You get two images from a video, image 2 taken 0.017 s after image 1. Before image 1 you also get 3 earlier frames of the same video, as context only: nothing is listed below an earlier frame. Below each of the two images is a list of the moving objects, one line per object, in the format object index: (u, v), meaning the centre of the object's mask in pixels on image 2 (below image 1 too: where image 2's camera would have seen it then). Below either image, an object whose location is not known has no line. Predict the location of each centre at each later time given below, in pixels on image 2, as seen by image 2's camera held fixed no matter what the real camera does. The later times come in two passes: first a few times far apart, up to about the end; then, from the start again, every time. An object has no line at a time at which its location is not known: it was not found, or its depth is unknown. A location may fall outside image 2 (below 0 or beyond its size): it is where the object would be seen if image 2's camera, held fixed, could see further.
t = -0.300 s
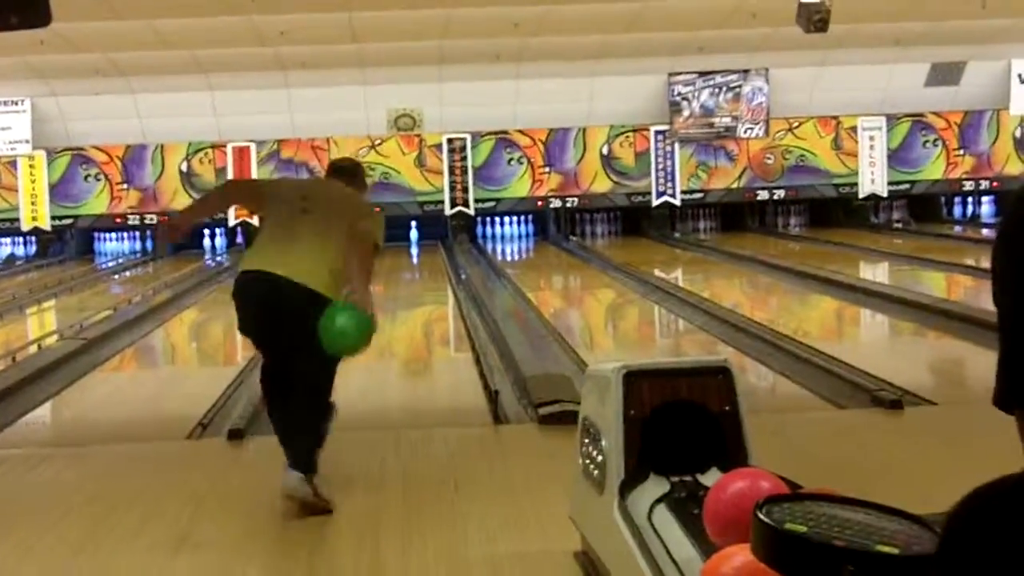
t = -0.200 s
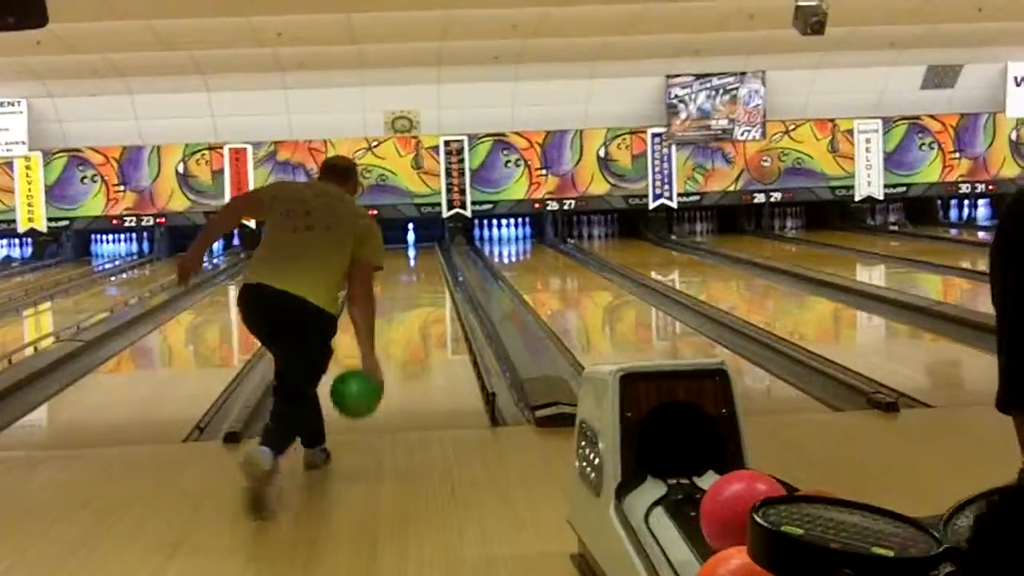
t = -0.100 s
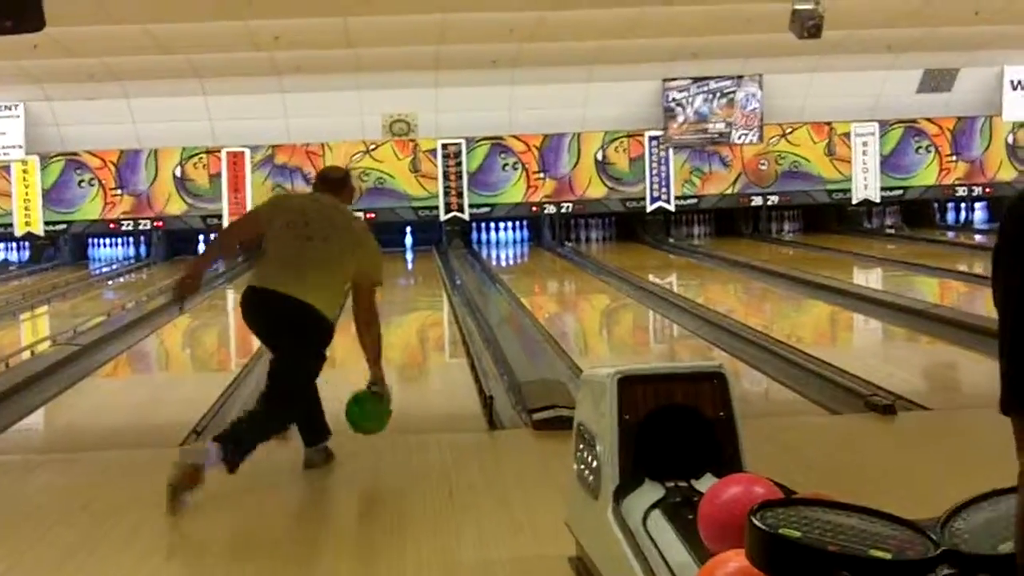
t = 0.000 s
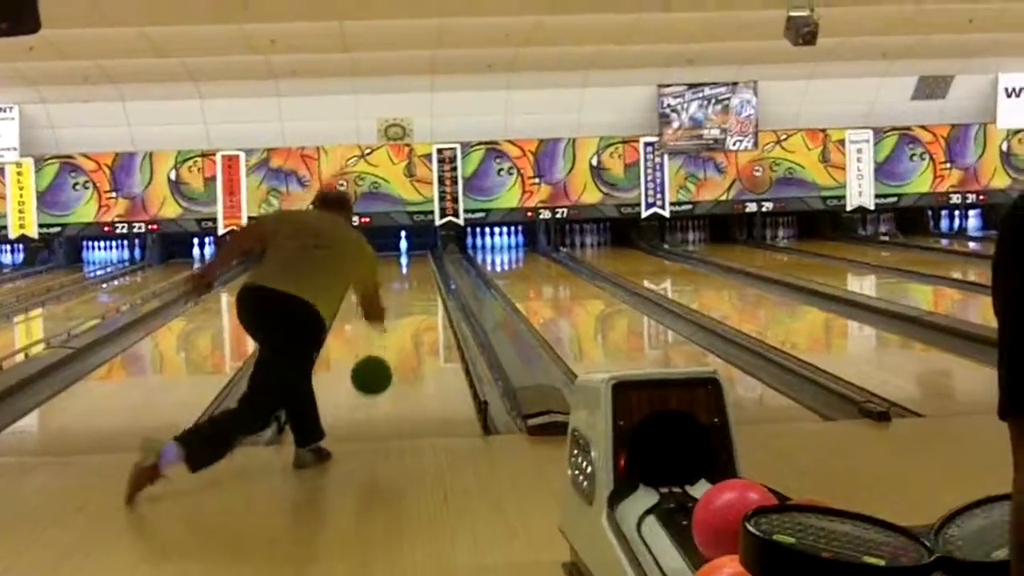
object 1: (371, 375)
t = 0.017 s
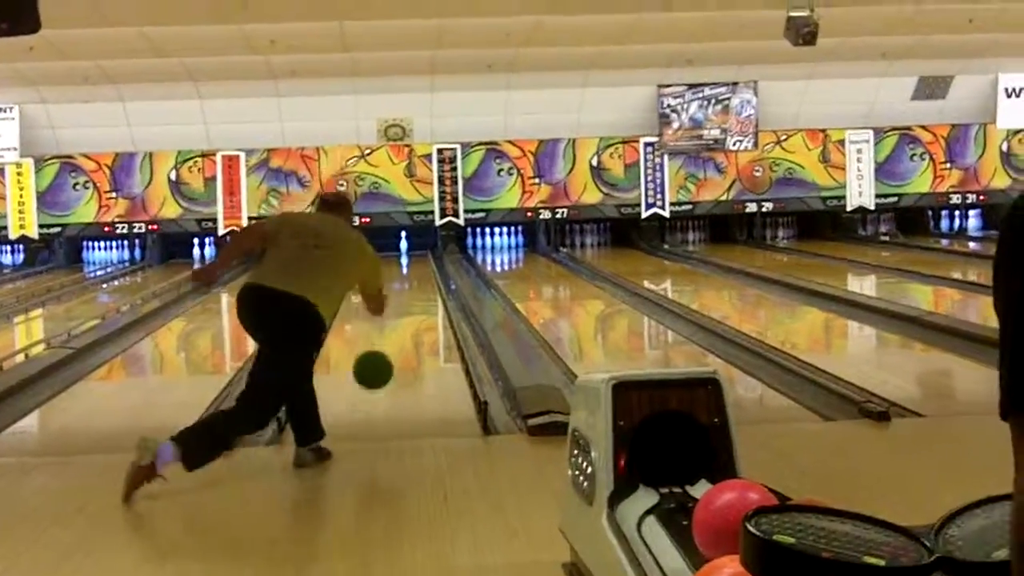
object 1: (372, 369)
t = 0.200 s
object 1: (383, 344)
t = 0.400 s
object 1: (392, 346)
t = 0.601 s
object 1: (397, 326)
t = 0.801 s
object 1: (400, 310)
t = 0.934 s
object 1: (404, 303)
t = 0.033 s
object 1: (373, 364)
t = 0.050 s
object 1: (374, 359)
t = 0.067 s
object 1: (375, 355)
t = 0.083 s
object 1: (376, 352)
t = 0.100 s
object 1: (377, 349)
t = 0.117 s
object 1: (378, 347)
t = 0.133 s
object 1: (379, 345)
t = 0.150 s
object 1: (380, 344)
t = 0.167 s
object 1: (381, 343)
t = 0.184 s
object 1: (382, 343)
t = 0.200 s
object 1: (383, 344)
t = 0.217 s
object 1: (383, 344)
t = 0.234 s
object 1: (384, 345)
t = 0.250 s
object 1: (385, 346)
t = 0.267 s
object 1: (386, 347)
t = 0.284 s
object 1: (387, 350)
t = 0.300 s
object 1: (388, 352)
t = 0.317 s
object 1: (389, 355)
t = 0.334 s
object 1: (389, 356)
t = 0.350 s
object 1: (389, 352)
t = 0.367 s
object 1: (391, 349)
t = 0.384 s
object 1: (391, 347)
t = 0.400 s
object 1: (392, 346)
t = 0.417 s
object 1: (392, 344)
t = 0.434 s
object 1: (392, 343)
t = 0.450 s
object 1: (393, 341)
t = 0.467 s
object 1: (393, 339)
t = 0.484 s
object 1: (394, 338)
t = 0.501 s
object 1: (395, 338)
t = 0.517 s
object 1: (398, 337)
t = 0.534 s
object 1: (398, 335)
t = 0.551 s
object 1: (397, 331)
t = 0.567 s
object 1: (397, 329)
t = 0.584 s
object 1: (397, 328)
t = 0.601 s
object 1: (397, 326)
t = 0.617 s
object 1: (397, 325)
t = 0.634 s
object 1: (397, 323)
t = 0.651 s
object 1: (397, 322)
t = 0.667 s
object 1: (398, 322)
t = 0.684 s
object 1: (398, 320)
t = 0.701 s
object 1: (398, 319)
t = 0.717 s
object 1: (399, 317)
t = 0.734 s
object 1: (399, 316)
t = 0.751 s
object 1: (400, 313)
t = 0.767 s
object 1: (400, 313)
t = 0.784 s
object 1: (400, 312)
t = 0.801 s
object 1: (400, 310)
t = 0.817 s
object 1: (401, 309)
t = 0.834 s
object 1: (402, 308)
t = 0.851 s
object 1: (402, 305)
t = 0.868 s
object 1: (402, 305)
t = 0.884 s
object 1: (402, 304)
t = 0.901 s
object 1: (403, 304)
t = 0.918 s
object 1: (403, 304)
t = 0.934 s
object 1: (404, 303)
